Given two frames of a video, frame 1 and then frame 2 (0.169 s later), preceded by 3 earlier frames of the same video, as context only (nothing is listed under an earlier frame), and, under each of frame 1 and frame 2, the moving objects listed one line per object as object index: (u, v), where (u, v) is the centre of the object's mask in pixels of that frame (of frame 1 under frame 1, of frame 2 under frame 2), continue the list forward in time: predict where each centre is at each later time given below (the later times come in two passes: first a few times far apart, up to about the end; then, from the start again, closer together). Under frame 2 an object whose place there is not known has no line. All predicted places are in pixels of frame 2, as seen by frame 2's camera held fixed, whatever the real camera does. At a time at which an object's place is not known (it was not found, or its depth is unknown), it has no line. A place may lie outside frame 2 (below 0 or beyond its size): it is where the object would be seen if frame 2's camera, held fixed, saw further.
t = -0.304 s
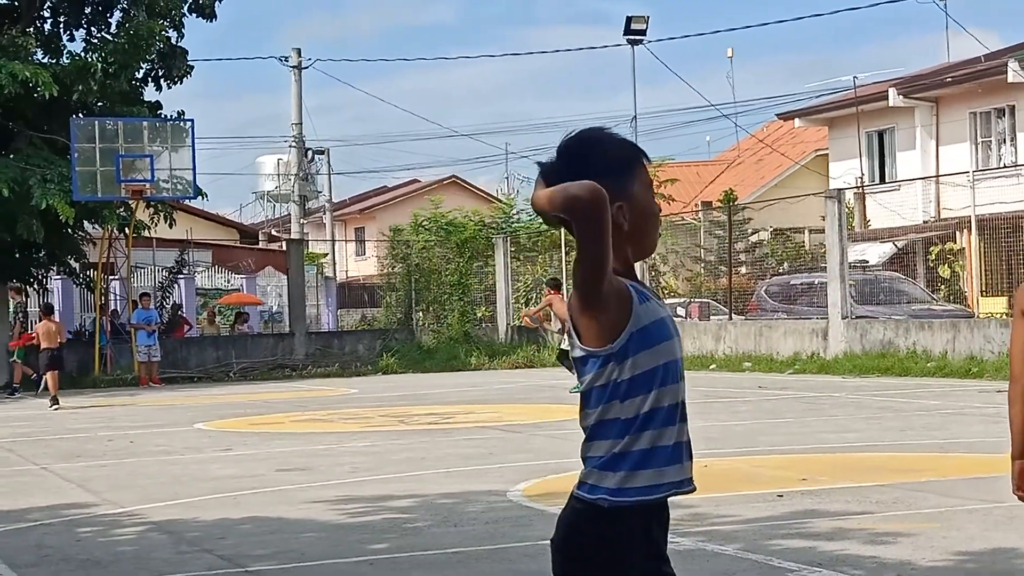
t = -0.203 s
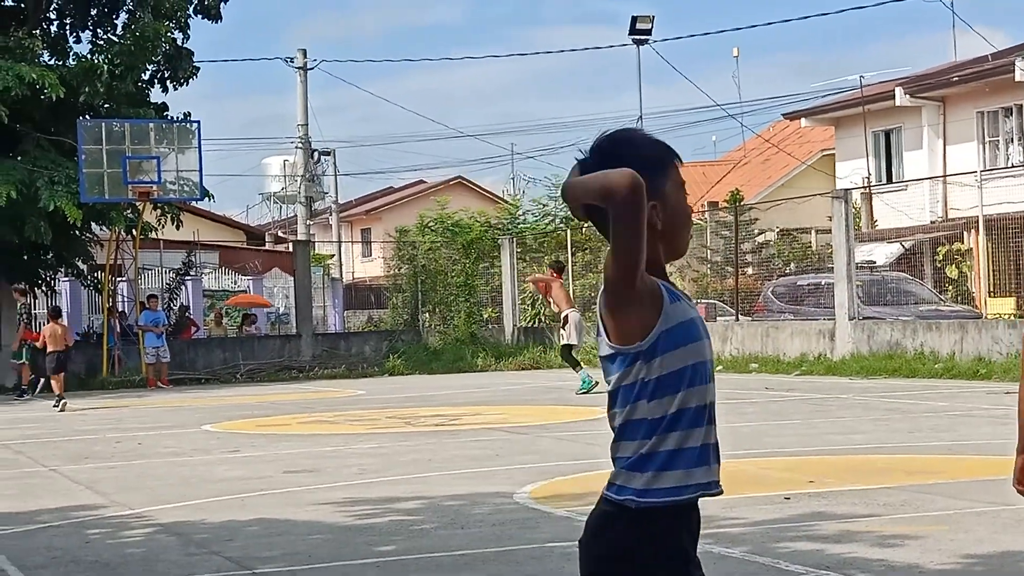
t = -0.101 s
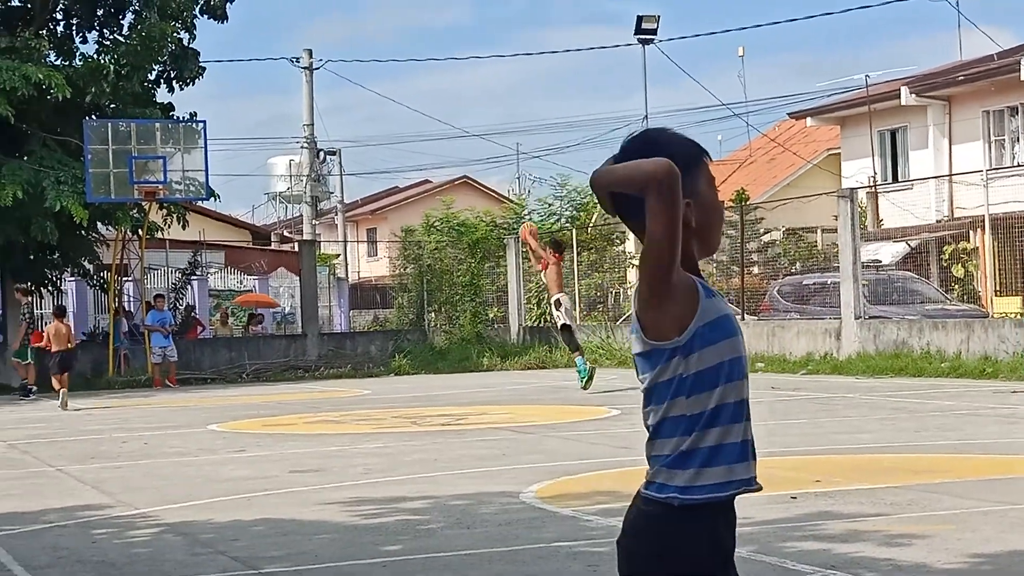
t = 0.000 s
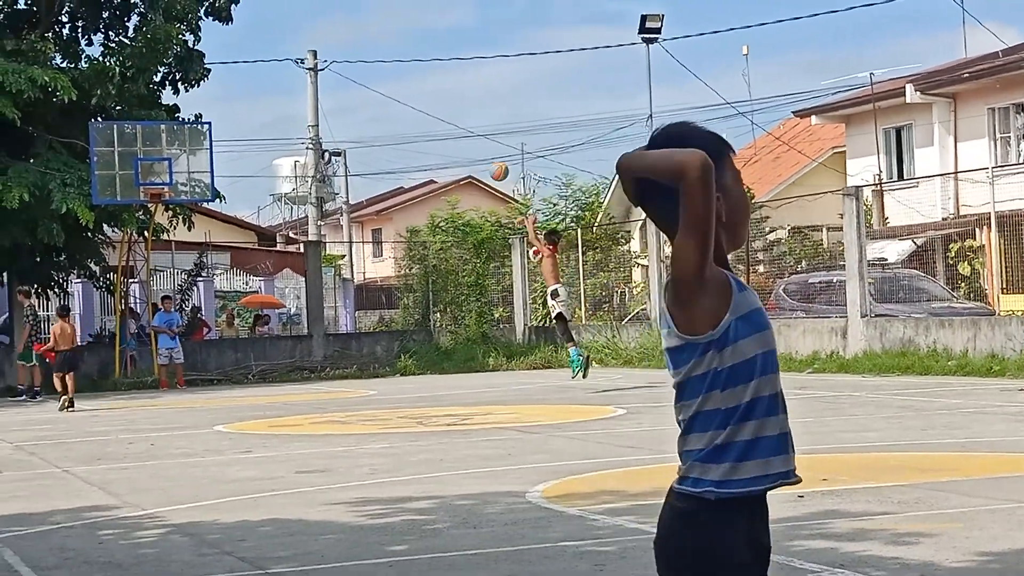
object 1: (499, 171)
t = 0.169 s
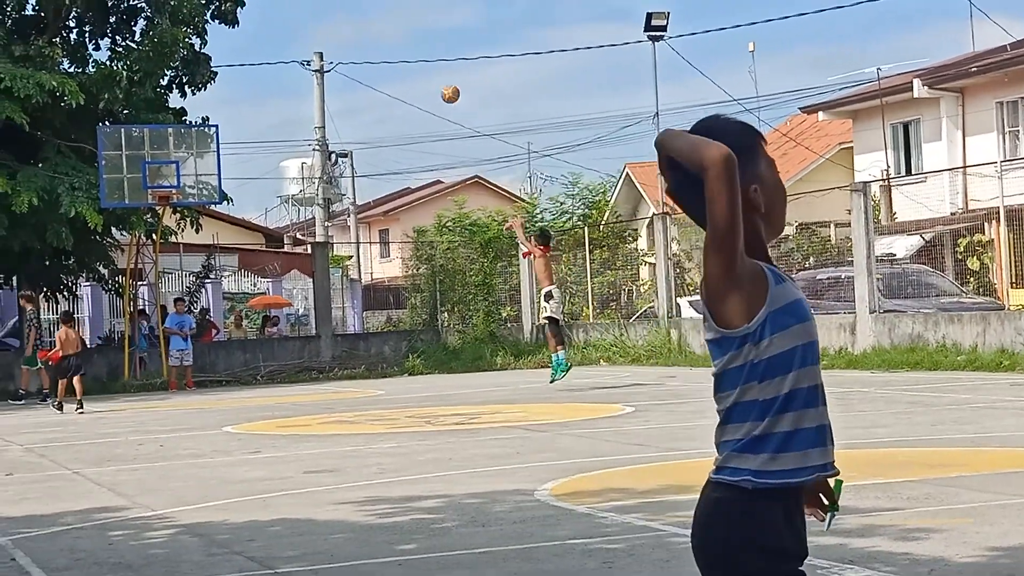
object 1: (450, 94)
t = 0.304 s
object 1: (411, 51)
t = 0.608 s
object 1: (336, 10)
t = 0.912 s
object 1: (274, 34)
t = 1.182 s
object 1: (227, 104)
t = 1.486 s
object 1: (190, 213)
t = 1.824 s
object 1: (186, 352)
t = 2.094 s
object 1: (184, 308)
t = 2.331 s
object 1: (183, 246)
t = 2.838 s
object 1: (190, 245)
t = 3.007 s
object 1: (194, 290)
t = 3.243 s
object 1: (204, 394)
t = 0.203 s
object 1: (440, 82)
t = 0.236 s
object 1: (430, 71)
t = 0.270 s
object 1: (421, 61)
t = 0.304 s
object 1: (411, 51)
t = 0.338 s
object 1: (401, 43)
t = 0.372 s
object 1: (393, 36)
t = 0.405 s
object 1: (384, 30)
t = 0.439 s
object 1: (376, 24)
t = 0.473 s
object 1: (367, 20)
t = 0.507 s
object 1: (358, 16)
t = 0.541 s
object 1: (351, 13)
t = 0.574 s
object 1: (343, 11)
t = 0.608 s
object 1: (336, 10)
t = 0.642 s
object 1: (328, 9)
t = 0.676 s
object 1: (320, 10)
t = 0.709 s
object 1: (313, 11)
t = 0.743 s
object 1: (306, 13)
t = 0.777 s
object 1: (299, 16)
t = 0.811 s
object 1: (293, 20)
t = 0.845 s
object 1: (286, 24)
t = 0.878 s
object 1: (280, 29)
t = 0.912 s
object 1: (274, 34)
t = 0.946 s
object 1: (267, 41)
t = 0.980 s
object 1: (261, 48)
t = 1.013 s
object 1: (255, 56)
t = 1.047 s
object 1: (249, 64)
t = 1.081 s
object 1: (244, 73)
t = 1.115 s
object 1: (238, 83)
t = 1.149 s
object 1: (233, 93)
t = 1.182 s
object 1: (227, 104)
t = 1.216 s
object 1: (222, 115)
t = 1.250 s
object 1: (216, 127)
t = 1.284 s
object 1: (210, 140)
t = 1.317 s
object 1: (207, 153)
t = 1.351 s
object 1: (201, 167)
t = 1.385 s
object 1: (196, 182)
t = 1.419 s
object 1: (191, 196)
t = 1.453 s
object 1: (191, 203)
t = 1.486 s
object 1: (190, 213)
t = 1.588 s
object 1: (189, 247)
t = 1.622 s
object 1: (189, 258)
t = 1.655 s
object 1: (187, 272)
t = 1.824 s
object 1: (186, 352)
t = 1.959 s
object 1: (186, 360)
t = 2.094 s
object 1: (184, 308)
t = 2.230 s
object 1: (183, 268)
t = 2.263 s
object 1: (184, 259)
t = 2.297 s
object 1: (183, 252)
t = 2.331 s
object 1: (183, 246)
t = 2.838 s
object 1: (190, 245)
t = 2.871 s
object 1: (190, 252)
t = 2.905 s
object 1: (192, 260)
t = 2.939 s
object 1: (193, 269)
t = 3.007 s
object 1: (194, 290)
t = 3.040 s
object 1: (196, 302)
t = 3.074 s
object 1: (196, 315)
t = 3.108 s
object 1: (198, 328)
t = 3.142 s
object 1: (200, 343)
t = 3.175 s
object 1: (201, 359)
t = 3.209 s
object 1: (202, 376)
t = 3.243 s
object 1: (204, 394)
